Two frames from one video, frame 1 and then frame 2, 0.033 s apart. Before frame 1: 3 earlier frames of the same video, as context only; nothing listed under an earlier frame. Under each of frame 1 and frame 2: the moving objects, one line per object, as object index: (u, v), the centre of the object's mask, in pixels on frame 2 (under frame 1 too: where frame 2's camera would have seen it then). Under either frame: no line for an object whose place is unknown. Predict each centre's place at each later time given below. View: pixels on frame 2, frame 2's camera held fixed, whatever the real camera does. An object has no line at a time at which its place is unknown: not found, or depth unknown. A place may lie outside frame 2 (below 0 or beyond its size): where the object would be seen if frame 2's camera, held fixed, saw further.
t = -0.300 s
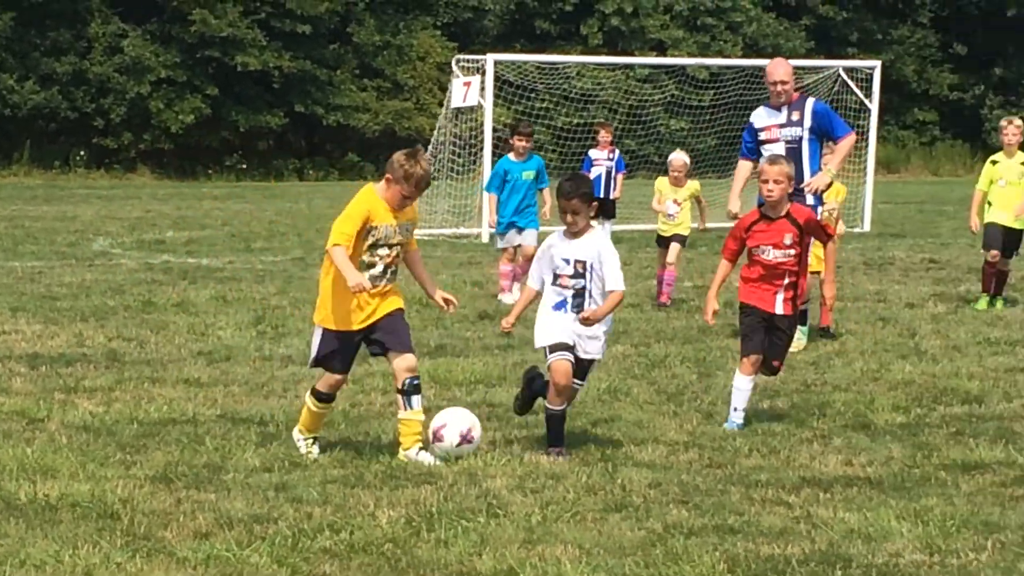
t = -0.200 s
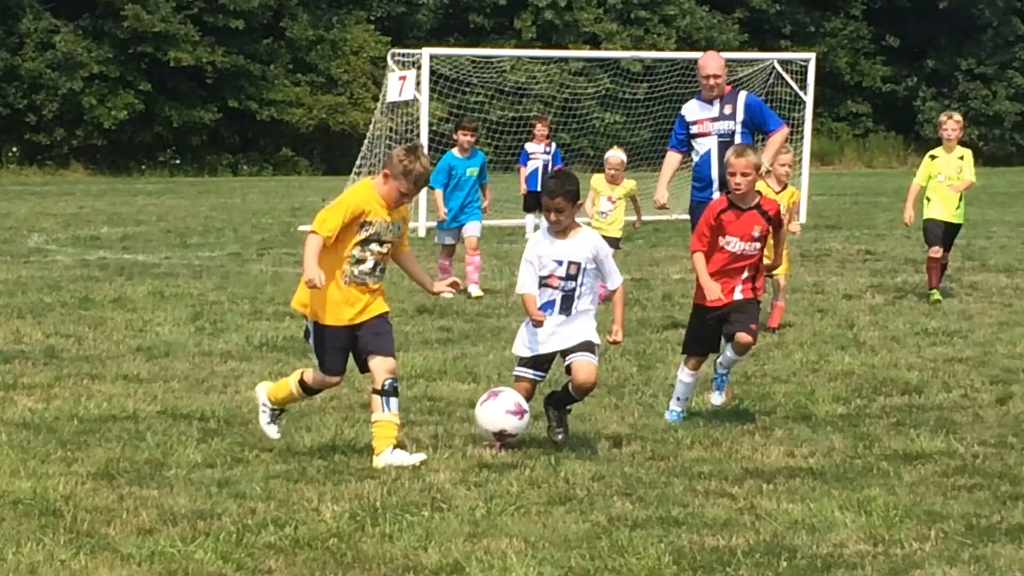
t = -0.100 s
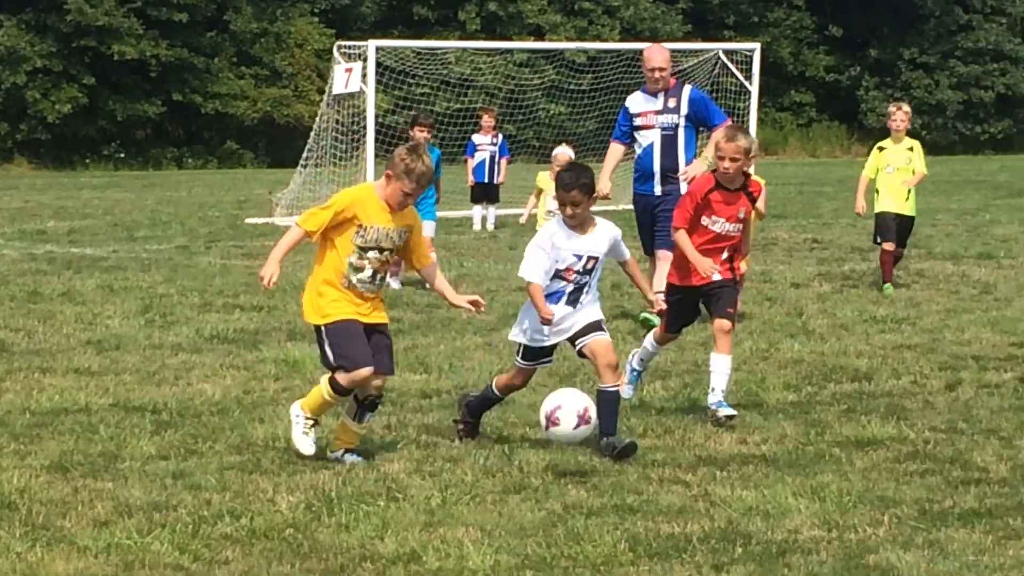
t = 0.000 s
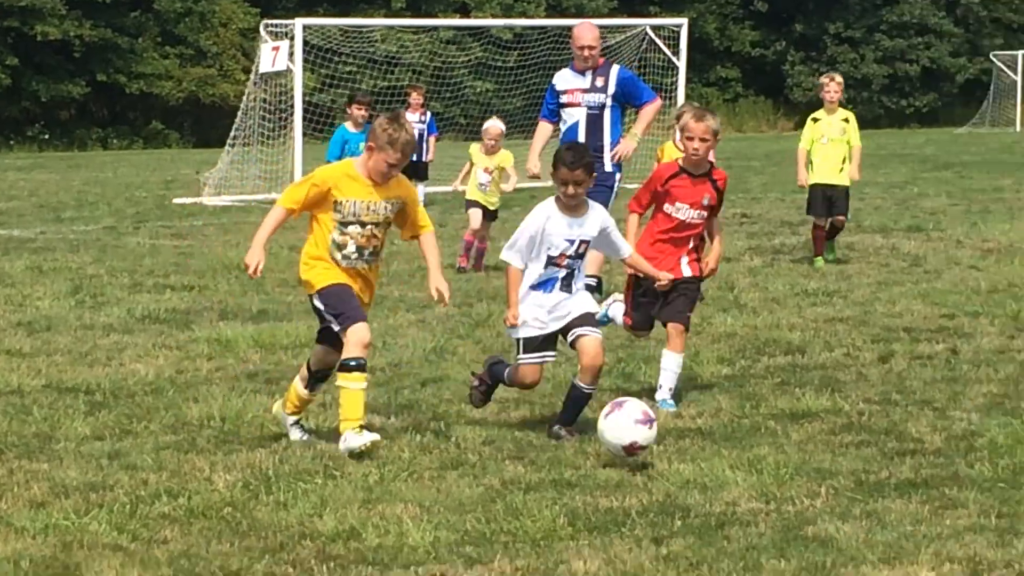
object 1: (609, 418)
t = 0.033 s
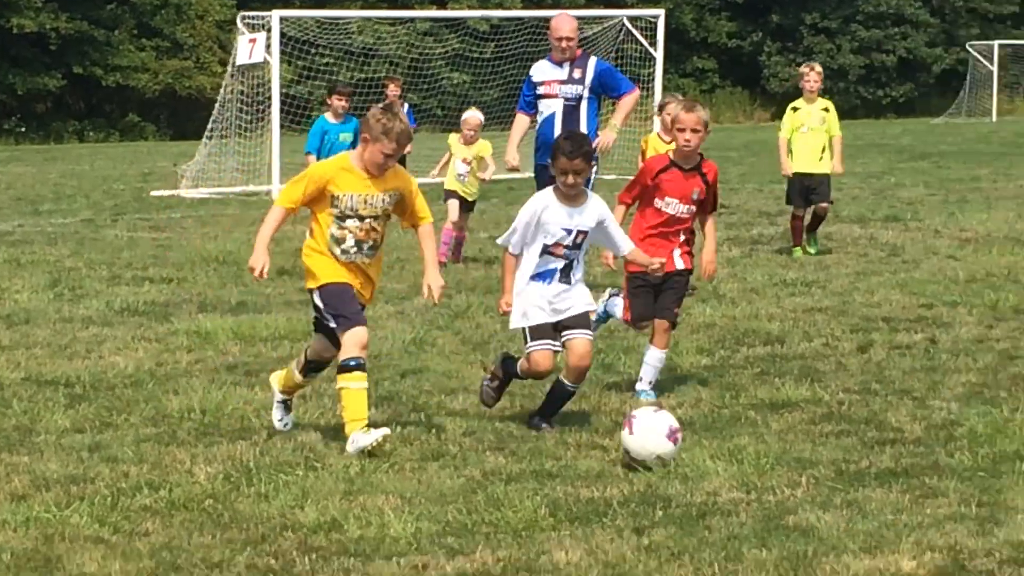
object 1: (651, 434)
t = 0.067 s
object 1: (693, 450)
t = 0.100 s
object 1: (724, 454)
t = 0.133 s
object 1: (749, 453)
